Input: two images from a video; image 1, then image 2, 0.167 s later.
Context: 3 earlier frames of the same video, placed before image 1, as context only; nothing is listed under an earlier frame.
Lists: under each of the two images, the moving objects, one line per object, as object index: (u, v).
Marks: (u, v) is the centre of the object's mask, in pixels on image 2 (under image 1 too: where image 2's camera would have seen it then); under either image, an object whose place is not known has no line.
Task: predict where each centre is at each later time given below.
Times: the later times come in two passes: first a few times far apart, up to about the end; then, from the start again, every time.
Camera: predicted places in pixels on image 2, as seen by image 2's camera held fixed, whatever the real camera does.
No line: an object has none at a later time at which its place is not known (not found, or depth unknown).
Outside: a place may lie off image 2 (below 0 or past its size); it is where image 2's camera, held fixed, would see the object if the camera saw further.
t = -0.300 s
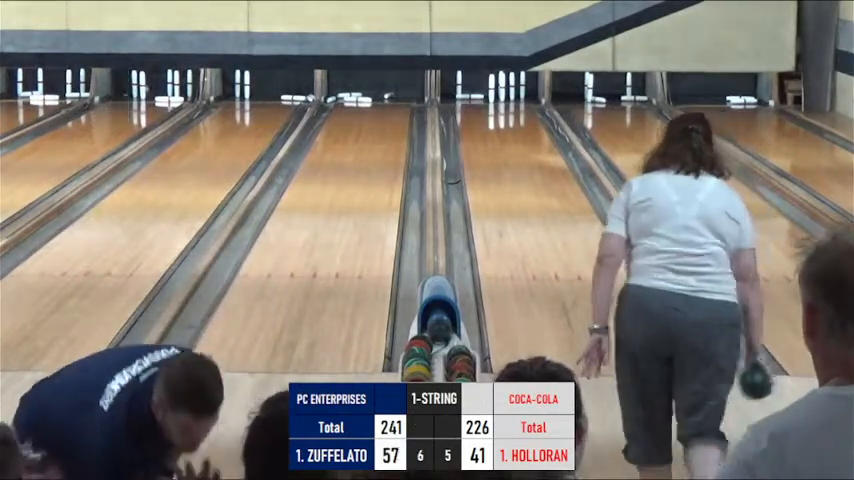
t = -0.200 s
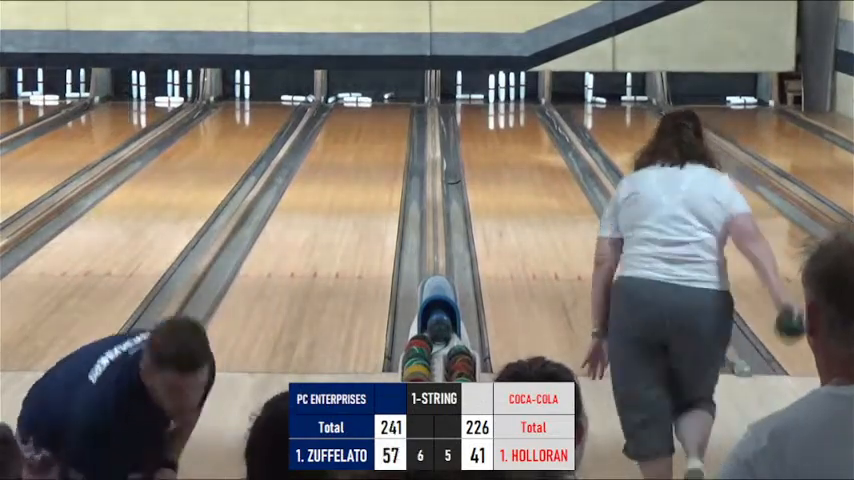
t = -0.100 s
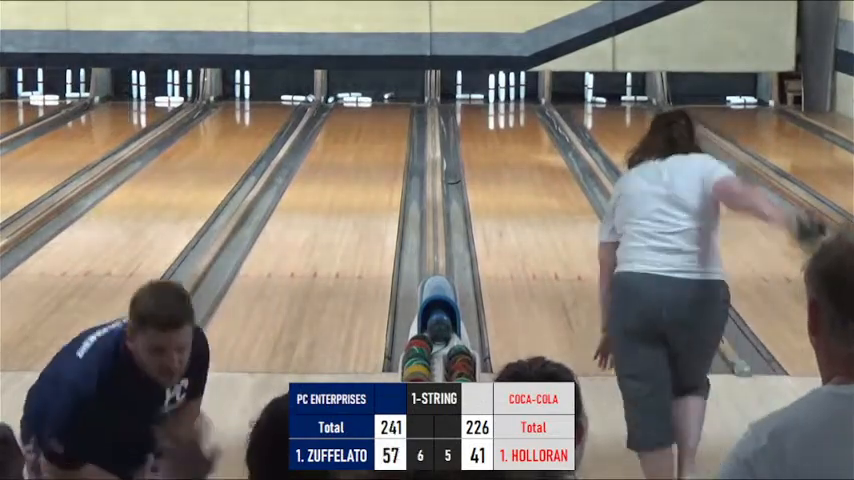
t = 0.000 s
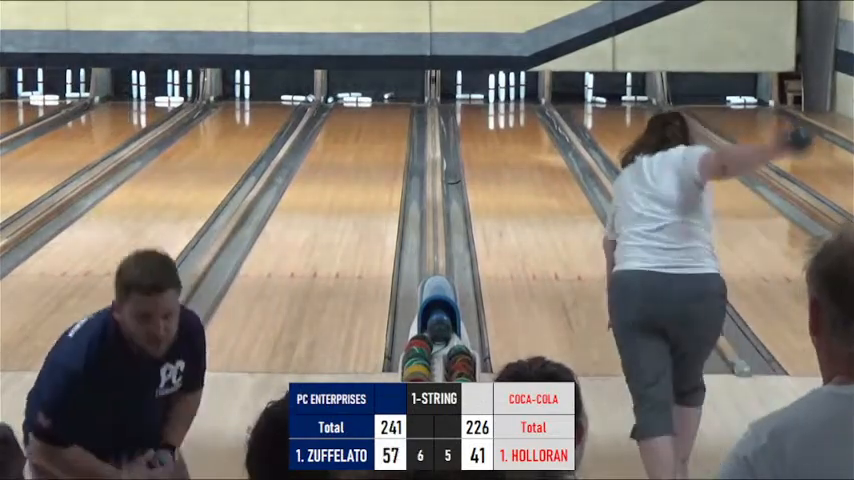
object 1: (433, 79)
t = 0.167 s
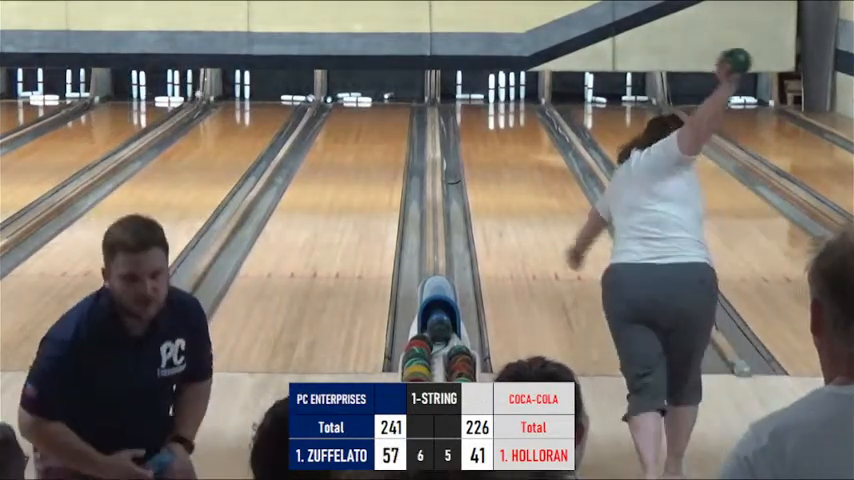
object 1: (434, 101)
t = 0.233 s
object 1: (434, 102)
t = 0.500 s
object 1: (433, 108)
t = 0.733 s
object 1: (433, 113)
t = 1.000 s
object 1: (432, 119)
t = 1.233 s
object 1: (433, 126)
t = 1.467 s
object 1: (433, 132)
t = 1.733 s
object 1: (433, 139)
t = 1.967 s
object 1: (434, 146)
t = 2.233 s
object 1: (434, 154)
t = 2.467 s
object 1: (434, 162)
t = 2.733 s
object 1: (434, 172)
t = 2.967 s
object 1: (433, 182)
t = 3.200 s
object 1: (434, 191)
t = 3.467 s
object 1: (434, 203)
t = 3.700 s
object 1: (434, 215)
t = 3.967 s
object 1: (435, 229)
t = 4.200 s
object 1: (435, 243)
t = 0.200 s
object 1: (433, 103)
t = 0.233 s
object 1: (434, 102)
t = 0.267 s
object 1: (434, 103)
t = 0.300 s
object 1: (433, 104)
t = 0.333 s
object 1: (432, 105)
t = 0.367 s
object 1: (432, 106)
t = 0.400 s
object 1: (432, 106)
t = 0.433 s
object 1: (432, 107)
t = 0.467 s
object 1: (433, 108)
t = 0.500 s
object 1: (433, 108)
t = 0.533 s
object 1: (433, 108)
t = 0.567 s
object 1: (433, 110)
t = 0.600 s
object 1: (433, 110)
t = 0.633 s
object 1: (432, 111)
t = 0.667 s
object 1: (432, 112)
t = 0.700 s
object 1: (432, 112)
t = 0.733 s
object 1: (433, 113)
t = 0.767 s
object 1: (433, 113)
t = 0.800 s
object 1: (433, 115)
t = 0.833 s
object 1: (433, 116)
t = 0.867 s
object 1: (433, 116)
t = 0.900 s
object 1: (433, 117)
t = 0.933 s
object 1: (433, 118)
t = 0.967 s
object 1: (432, 118)
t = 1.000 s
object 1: (432, 119)
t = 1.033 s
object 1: (432, 120)
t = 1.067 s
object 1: (433, 121)
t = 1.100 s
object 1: (433, 122)
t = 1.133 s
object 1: (432, 122)
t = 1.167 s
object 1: (433, 124)
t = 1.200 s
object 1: (433, 125)
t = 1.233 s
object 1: (433, 126)
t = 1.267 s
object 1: (433, 127)
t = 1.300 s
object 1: (432, 128)
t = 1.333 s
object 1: (432, 128)
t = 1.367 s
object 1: (432, 130)
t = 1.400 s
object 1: (433, 130)
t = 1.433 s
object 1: (433, 130)
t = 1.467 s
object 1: (433, 132)
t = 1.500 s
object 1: (433, 133)
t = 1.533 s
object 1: (433, 134)
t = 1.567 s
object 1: (433, 135)
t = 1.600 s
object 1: (433, 135)
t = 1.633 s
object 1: (433, 136)
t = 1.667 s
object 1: (433, 137)
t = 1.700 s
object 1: (434, 138)
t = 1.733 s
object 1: (433, 139)
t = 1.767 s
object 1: (433, 140)
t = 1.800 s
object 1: (433, 141)
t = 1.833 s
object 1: (433, 142)
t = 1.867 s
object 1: (433, 142)
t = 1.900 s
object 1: (433, 144)
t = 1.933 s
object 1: (434, 145)
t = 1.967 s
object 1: (434, 146)
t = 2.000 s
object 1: (434, 147)
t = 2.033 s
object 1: (434, 148)
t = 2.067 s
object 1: (434, 149)
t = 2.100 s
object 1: (434, 151)
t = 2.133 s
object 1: (434, 151)
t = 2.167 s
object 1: (434, 152)
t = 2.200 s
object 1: (435, 153)
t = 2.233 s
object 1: (434, 154)
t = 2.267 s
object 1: (434, 155)
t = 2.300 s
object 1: (434, 157)
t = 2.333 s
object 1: (433, 158)
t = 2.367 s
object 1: (433, 159)
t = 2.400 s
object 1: (433, 160)
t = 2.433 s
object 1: (433, 161)
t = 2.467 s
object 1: (434, 162)
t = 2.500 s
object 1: (434, 163)
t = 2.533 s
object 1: (434, 165)
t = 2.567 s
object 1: (434, 166)
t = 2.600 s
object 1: (434, 167)
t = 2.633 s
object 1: (434, 168)
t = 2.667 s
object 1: (434, 170)
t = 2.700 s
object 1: (434, 171)
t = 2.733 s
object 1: (434, 172)
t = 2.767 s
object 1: (434, 173)
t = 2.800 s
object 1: (433, 175)
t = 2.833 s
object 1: (433, 176)
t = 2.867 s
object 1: (434, 177)
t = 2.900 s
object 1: (434, 178)
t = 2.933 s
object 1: (434, 180)
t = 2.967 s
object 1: (433, 182)
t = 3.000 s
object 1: (434, 183)
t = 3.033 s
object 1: (434, 184)
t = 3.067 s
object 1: (434, 186)
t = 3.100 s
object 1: (434, 187)
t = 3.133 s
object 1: (434, 188)
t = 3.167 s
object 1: (434, 190)
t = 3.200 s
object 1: (434, 191)
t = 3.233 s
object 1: (434, 192)
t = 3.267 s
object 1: (434, 194)
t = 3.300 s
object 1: (434, 196)
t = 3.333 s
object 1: (434, 197)
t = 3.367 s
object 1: (434, 199)
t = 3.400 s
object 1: (434, 200)
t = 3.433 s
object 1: (434, 201)
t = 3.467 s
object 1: (434, 203)
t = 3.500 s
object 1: (434, 204)
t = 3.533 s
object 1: (434, 206)
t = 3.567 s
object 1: (434, 207)
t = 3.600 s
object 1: (434, 209)
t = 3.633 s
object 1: (434, 211)
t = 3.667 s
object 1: (434, 213)
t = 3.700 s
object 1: (434, 215)
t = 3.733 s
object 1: (434, 216)
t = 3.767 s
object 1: (434, 218)
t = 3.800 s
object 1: (434, 220)
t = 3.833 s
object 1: (434, 222)
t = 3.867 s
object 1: (435, 223)
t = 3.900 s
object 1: (435, 225)
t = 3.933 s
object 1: (435, 227)
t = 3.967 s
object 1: (435, 229)
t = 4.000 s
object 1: (435, 231)
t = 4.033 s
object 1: (435, 234)
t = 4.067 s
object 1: (435, 235)
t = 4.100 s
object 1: (435, 237)
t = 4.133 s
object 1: (435, 239)
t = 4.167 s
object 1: (435, 241)
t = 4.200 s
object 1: (435, 243)
